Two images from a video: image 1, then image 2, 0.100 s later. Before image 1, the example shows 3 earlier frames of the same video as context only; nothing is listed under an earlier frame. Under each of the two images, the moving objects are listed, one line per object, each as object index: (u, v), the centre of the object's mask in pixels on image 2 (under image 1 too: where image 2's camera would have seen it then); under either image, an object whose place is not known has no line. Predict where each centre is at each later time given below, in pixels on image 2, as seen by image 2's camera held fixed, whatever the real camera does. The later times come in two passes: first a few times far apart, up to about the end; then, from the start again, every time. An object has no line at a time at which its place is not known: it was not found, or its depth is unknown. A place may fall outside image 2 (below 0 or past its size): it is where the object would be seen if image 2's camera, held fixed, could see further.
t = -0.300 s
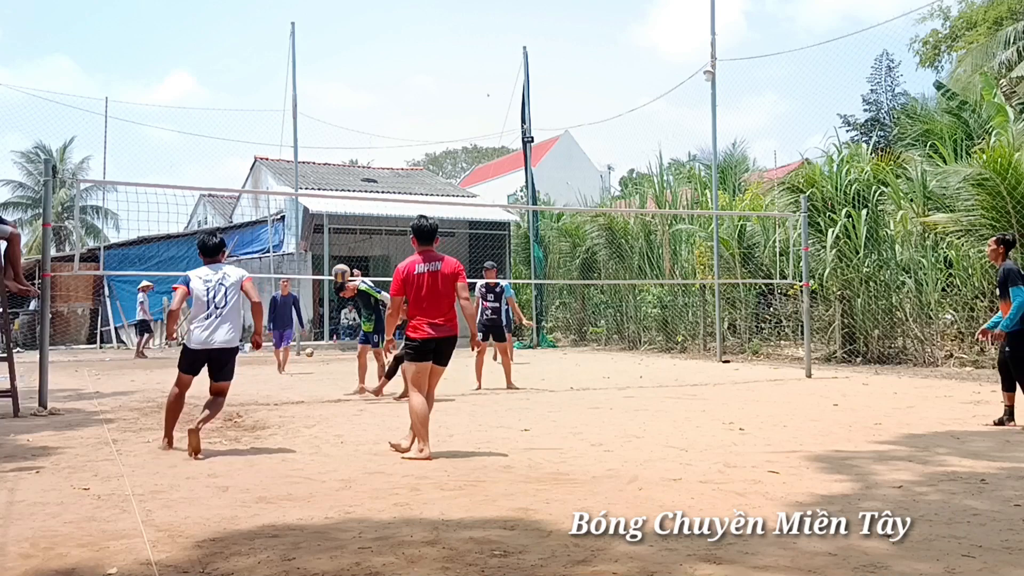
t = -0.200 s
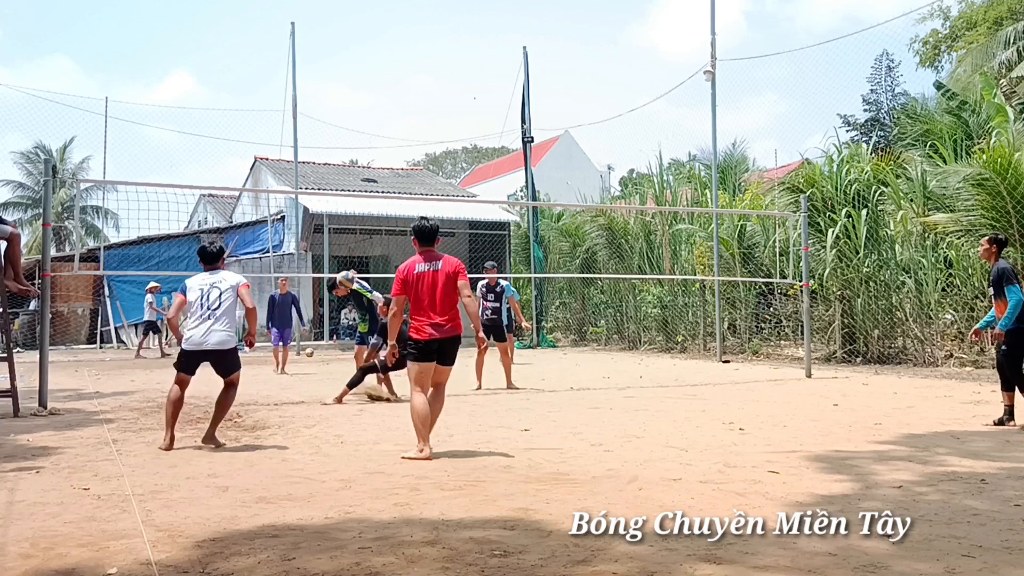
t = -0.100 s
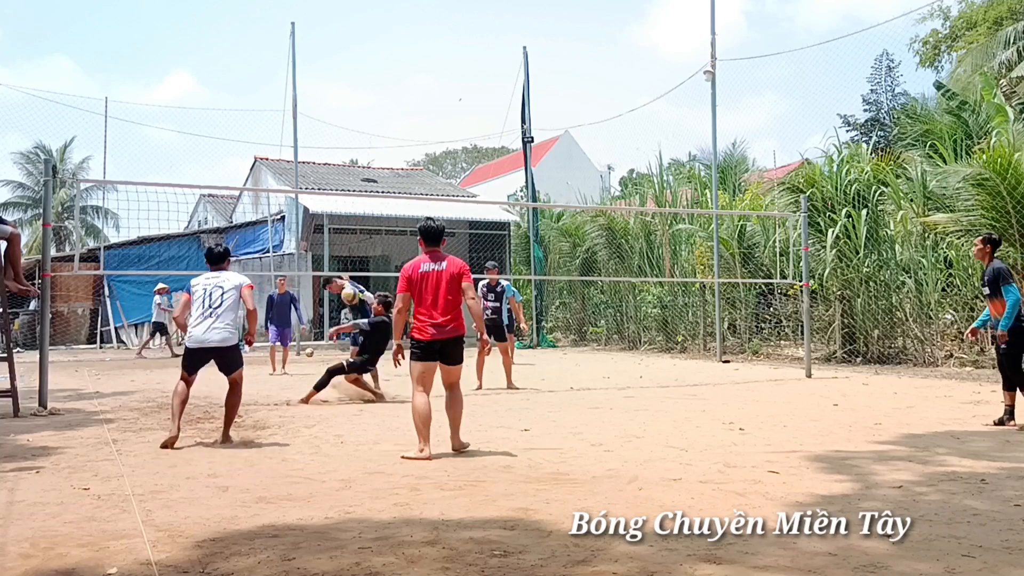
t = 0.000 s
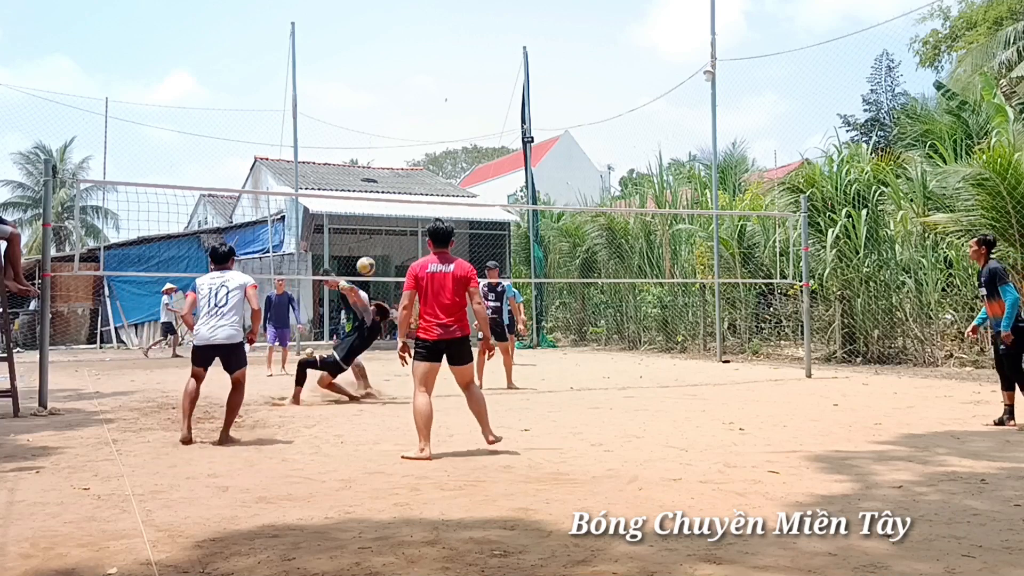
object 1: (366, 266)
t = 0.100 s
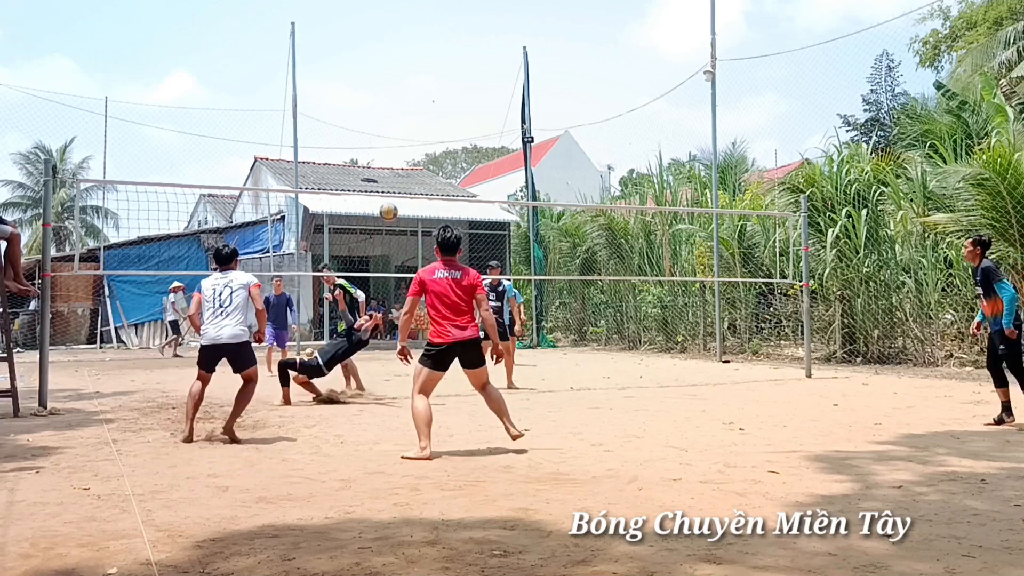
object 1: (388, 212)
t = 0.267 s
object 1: (426, 137)
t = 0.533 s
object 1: (493, 64)
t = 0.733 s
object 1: (548, 52)
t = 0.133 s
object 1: (396, 195)
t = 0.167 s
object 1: (403, 179)
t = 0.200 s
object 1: (411, 164)
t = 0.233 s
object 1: (419, 150)
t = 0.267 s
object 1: (426, 137)
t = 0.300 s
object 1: (434, 125)
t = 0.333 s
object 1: (442, 113)
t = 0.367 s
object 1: (451, 103)
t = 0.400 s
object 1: (459, 93)
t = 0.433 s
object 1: (467, 84)
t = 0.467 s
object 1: (476, 76)
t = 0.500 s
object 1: (484, 70)
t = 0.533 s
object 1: (493, 64)
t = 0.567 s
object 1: (502, 59)
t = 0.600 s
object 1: (511, 55)
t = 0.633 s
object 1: (520, 53)
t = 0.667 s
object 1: (529, 51)
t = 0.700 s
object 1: (538, 51)
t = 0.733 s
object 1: (548, 52)
